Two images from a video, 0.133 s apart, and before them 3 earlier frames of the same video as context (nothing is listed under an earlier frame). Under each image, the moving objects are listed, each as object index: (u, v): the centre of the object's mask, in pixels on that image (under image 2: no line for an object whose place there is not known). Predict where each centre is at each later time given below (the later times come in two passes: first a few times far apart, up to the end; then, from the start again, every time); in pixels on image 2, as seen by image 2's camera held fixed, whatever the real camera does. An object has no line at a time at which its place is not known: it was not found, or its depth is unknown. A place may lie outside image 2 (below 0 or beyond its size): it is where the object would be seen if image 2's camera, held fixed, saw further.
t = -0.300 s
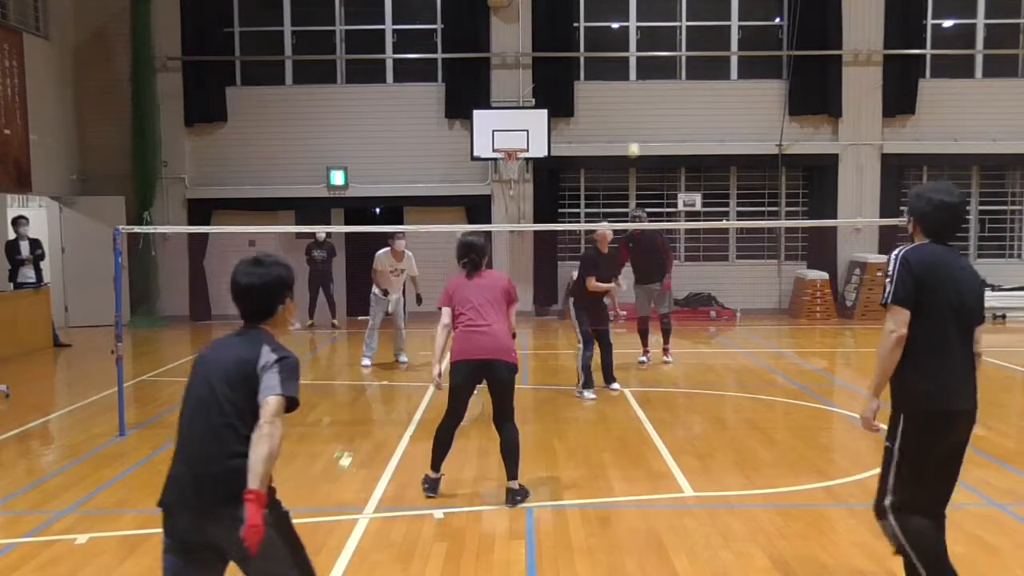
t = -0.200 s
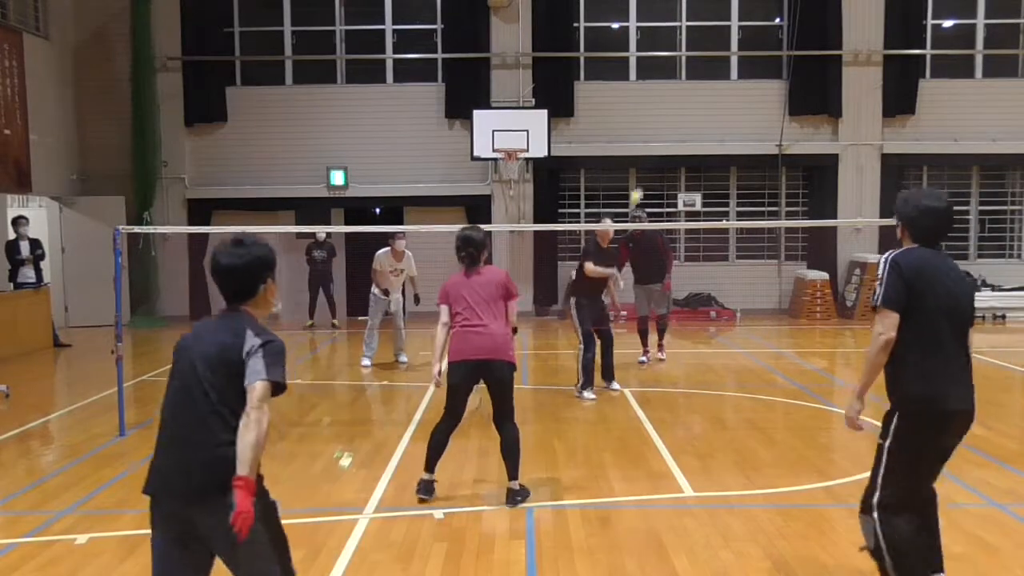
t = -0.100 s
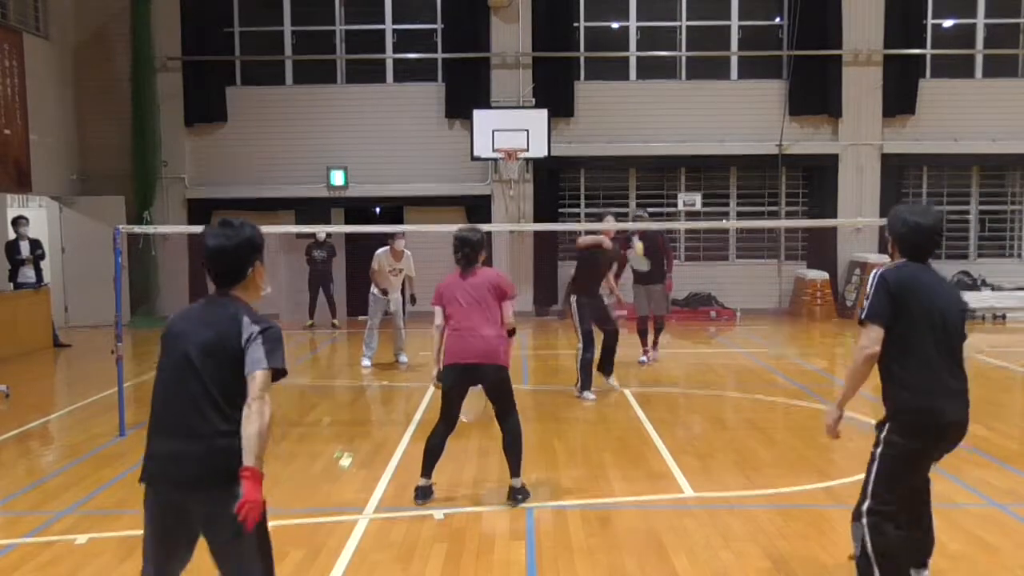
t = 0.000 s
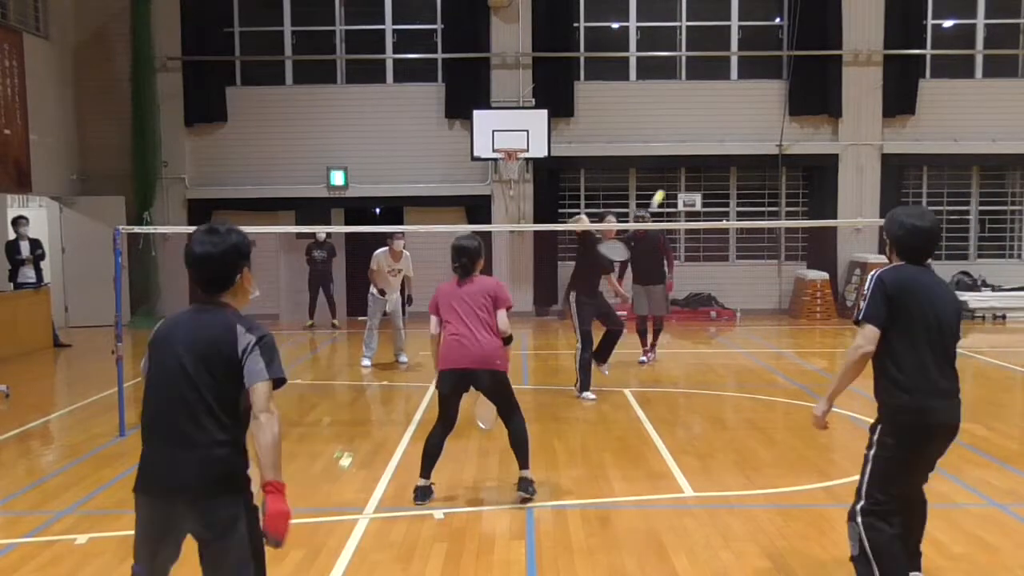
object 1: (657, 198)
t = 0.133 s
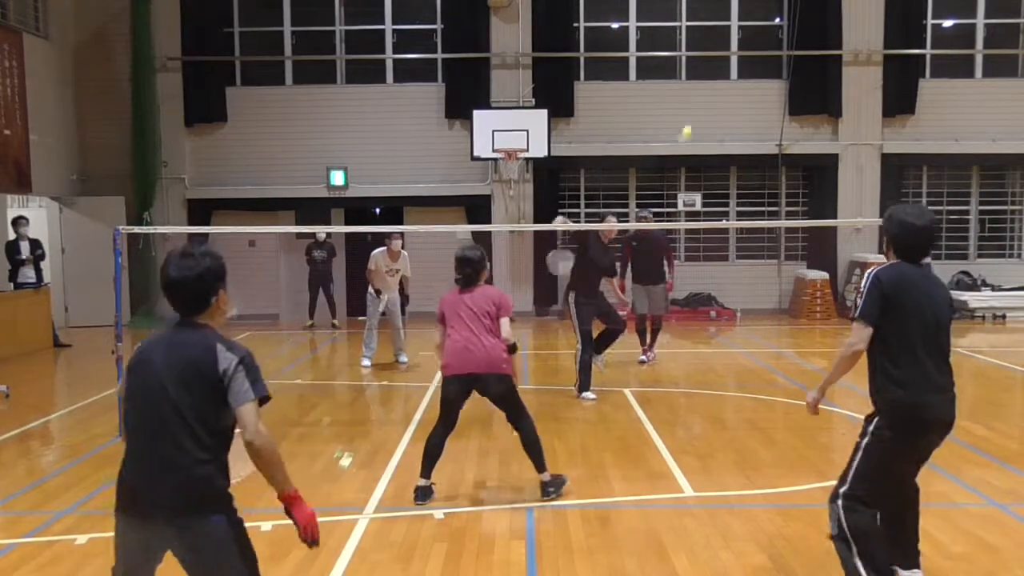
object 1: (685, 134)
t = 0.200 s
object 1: (698, 106)
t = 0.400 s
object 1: (736, 75)
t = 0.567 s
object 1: (759, 93)
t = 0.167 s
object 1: (692, 117)
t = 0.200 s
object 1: (698, 106)
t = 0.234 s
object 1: (706, 95)
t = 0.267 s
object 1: (711, 91)
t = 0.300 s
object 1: (719, 83)
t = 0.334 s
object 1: (725, 79)
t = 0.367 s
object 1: (731, 76)
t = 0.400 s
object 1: (736, 75)
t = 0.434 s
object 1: (741, 75)
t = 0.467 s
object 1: (744, 76)
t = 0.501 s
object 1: (749, 80)
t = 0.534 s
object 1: (754, 86)
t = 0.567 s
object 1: (759, 93)
